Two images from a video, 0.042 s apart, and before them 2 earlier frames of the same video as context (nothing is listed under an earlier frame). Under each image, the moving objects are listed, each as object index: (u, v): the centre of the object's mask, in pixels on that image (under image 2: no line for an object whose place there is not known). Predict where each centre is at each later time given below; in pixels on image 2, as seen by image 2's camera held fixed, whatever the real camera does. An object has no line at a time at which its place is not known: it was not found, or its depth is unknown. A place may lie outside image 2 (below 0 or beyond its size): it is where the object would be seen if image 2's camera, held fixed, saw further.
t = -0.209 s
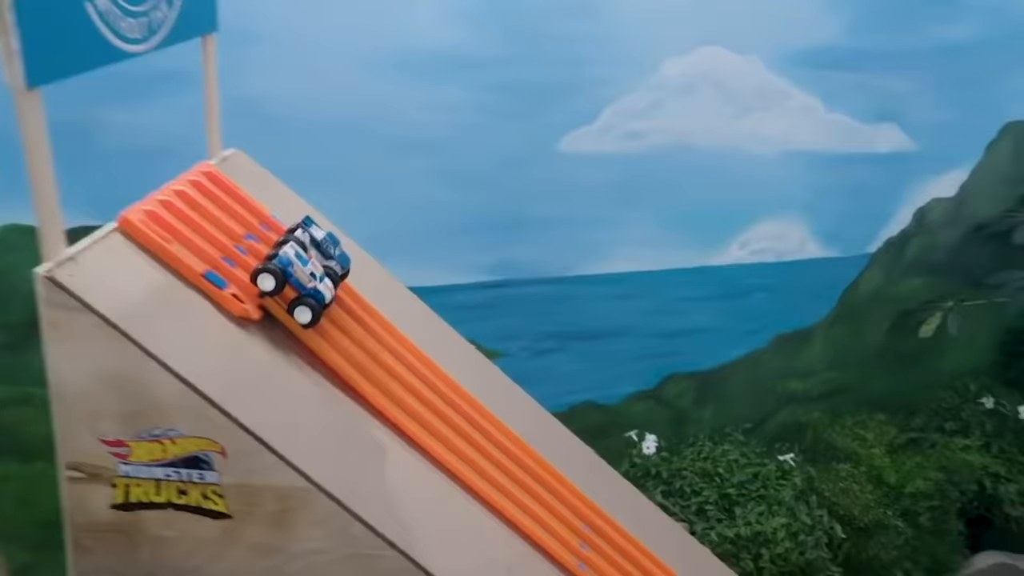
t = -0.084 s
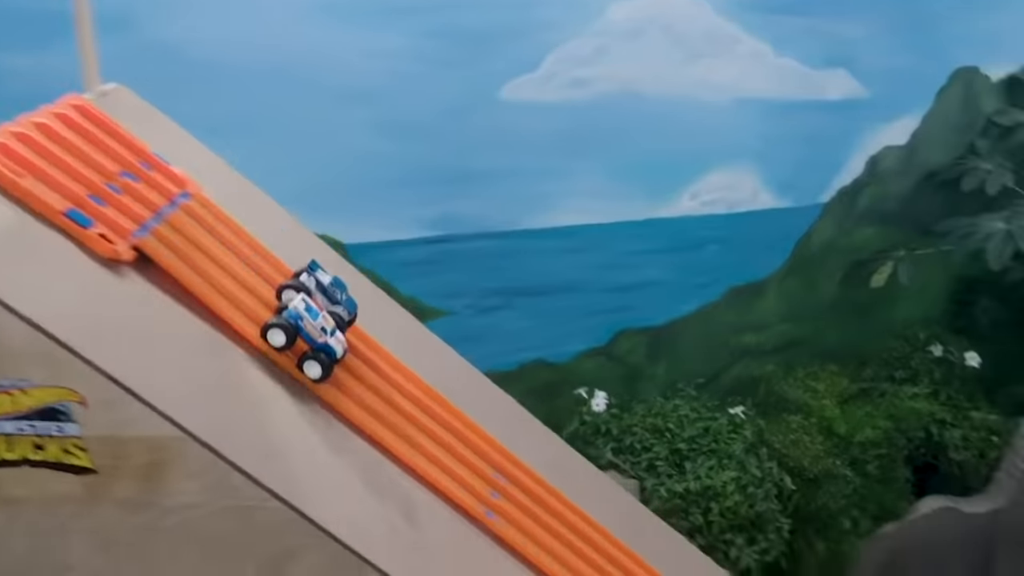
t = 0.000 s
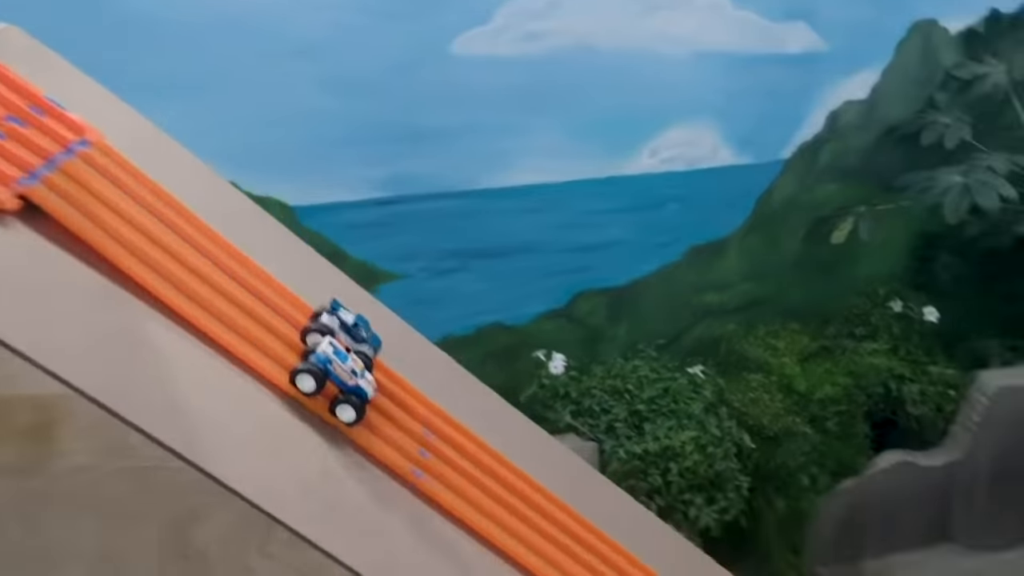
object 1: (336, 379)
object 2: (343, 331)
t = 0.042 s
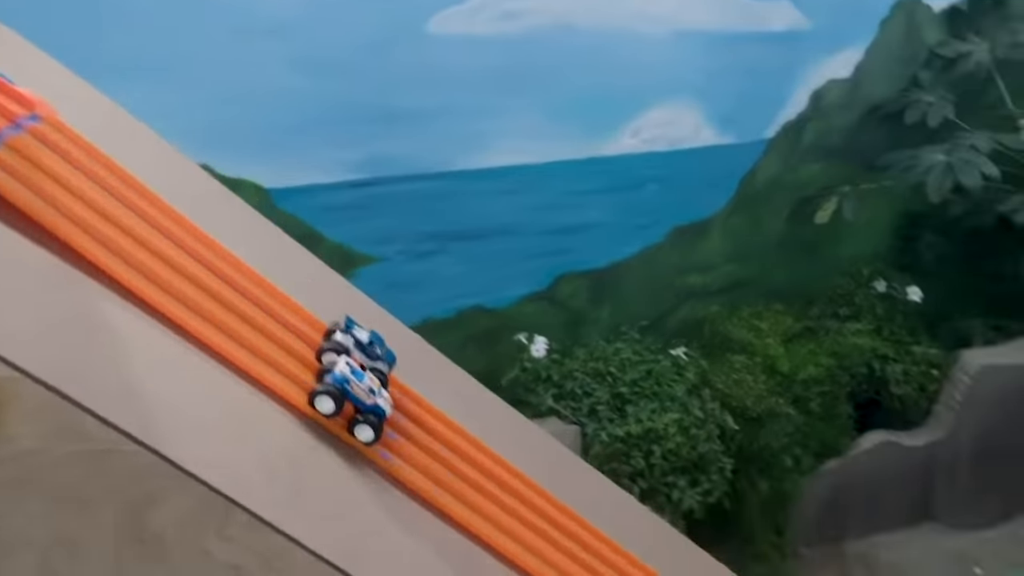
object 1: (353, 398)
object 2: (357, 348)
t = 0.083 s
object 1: (415, 450)
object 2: (418, 399)
